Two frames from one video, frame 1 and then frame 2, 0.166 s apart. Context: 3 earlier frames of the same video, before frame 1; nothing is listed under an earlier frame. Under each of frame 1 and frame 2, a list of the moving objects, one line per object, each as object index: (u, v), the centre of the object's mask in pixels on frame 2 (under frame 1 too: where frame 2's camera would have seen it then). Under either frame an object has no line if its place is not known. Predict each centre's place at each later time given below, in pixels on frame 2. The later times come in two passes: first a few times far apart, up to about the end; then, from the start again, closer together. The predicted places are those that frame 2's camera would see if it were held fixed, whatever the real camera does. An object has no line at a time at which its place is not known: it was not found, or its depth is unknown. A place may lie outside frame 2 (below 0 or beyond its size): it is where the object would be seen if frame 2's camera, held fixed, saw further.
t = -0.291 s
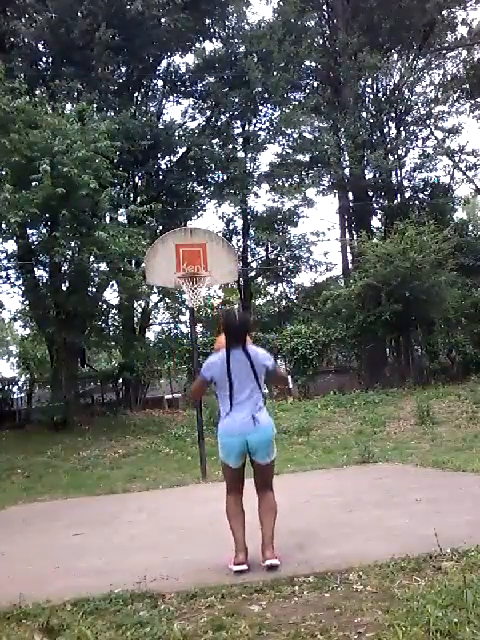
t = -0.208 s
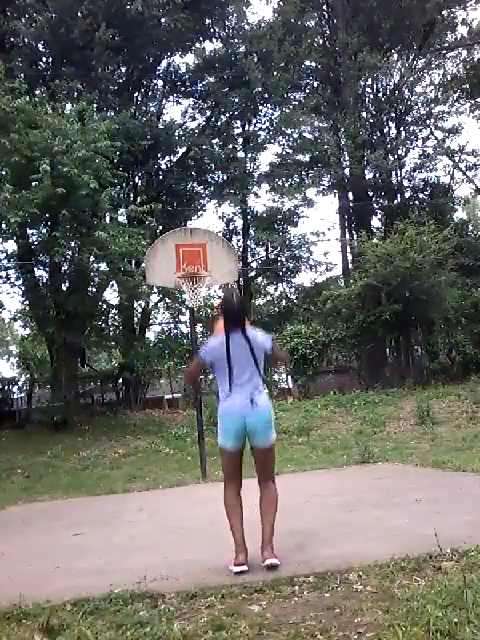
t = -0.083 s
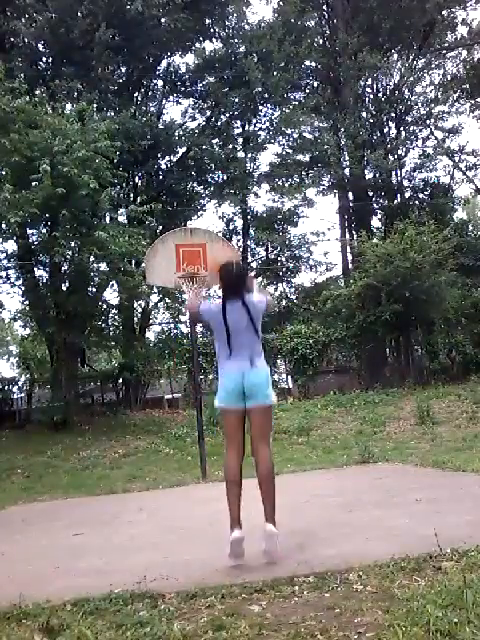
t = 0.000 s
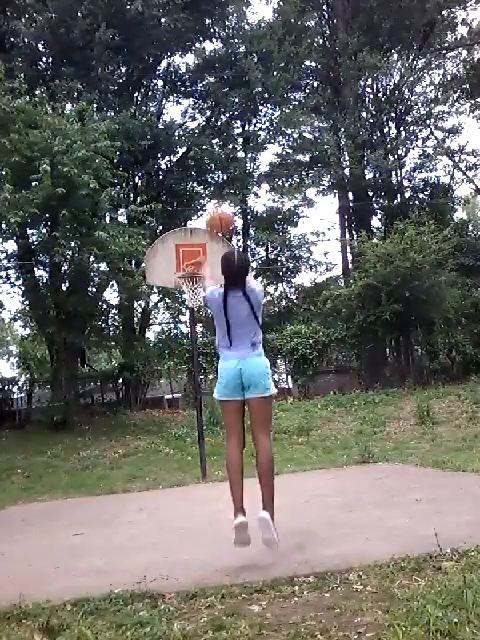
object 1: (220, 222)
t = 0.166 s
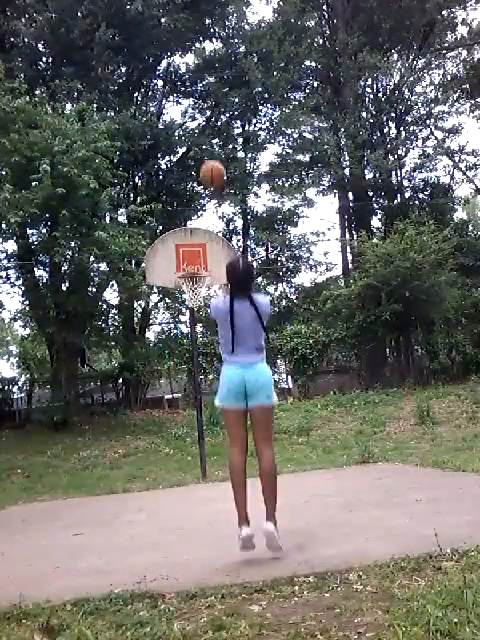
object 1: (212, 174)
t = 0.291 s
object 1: (210, 165)
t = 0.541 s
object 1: (210, 185)
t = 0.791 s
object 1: (213, 244)
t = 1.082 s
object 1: (222, 317)
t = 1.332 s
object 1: (233, 426)
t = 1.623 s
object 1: (230, 405)
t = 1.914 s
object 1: (220, 355)
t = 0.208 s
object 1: (212, 169)
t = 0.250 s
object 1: (211, 166)
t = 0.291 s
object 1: (210, 165)
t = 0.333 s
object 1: (210, 165)
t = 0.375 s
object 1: (210, 167)
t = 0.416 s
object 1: (209, 169)
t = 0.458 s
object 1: (209, 173)
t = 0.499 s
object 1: (209, 178)
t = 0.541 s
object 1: (210, 185)
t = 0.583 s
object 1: (210, 192)
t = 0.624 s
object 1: (211, 200)
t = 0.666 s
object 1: (211, 211)
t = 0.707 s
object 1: (212, 220)
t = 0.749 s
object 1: (212, 232)
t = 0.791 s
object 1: (213, 244)
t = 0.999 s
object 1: (219, 292)
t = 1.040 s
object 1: (219, 305)
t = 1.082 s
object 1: (222, 317)
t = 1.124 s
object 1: (223, 331)
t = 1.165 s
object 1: (225, 347)
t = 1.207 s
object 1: (228, 364)
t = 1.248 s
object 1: (230, 385)
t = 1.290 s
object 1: (231, 403)
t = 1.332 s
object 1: (233, 426)
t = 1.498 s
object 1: (235, 443)
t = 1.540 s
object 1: (233, 429)
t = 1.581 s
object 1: (231, 418)
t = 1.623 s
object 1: (230, 405)
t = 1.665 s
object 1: (228, 393)
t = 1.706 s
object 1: (226, 384)
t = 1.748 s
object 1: (225, 377)
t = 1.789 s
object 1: (223, 368)
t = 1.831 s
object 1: (222, 361)
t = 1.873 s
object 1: (221, 358)
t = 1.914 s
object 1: (220, 355)
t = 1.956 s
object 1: (219, 352)
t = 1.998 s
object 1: (218, 352)
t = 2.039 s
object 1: (217, 352)
